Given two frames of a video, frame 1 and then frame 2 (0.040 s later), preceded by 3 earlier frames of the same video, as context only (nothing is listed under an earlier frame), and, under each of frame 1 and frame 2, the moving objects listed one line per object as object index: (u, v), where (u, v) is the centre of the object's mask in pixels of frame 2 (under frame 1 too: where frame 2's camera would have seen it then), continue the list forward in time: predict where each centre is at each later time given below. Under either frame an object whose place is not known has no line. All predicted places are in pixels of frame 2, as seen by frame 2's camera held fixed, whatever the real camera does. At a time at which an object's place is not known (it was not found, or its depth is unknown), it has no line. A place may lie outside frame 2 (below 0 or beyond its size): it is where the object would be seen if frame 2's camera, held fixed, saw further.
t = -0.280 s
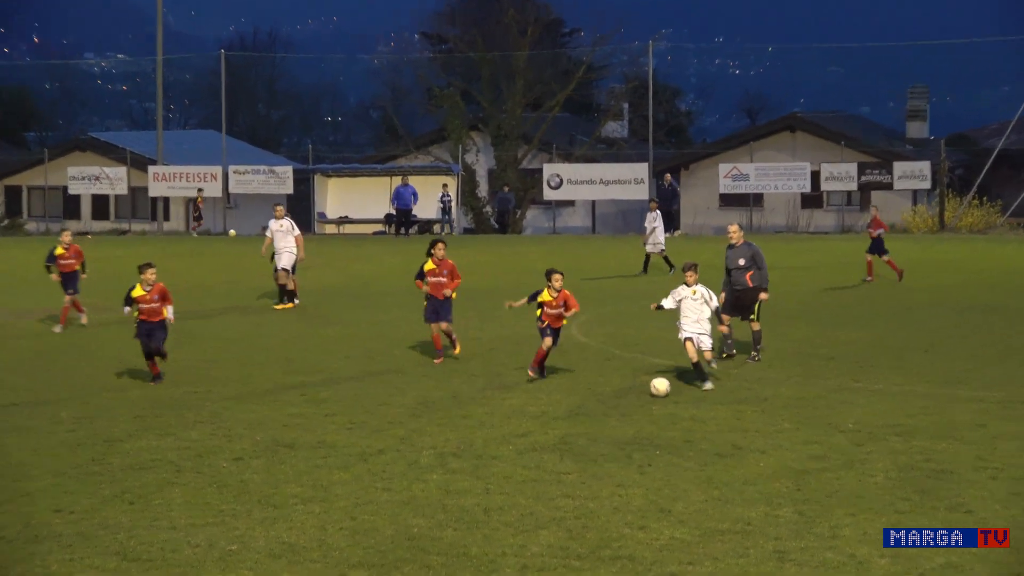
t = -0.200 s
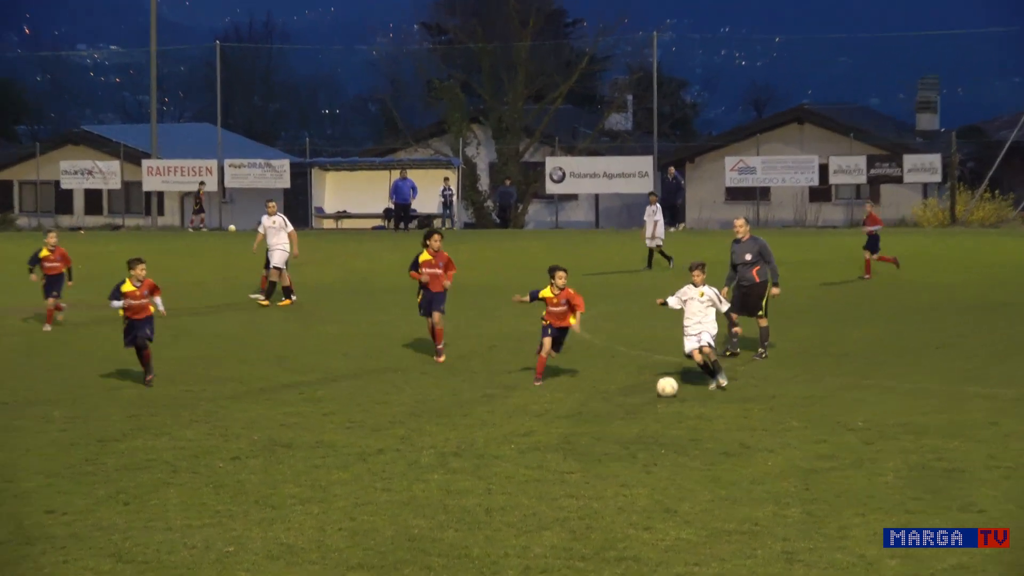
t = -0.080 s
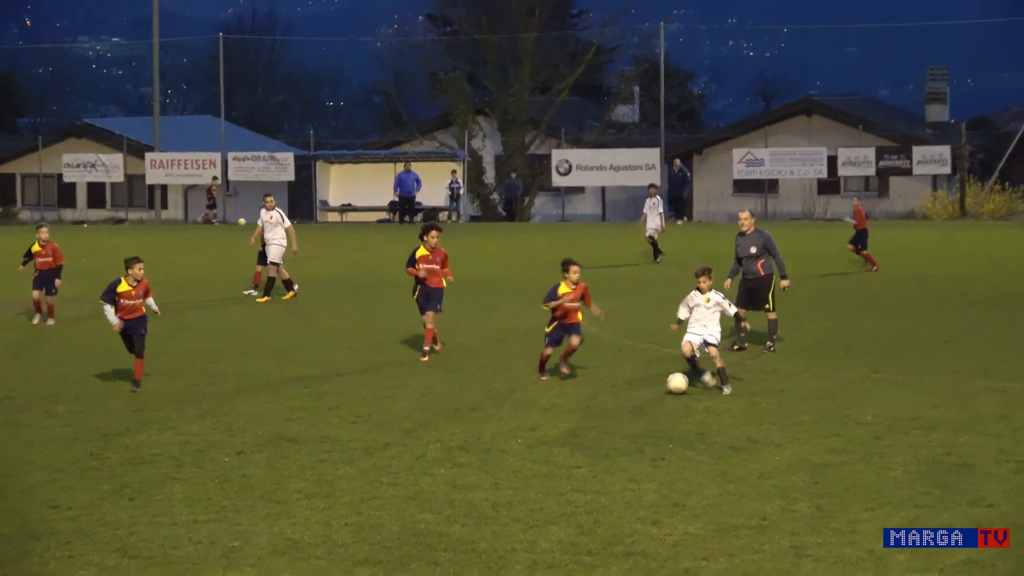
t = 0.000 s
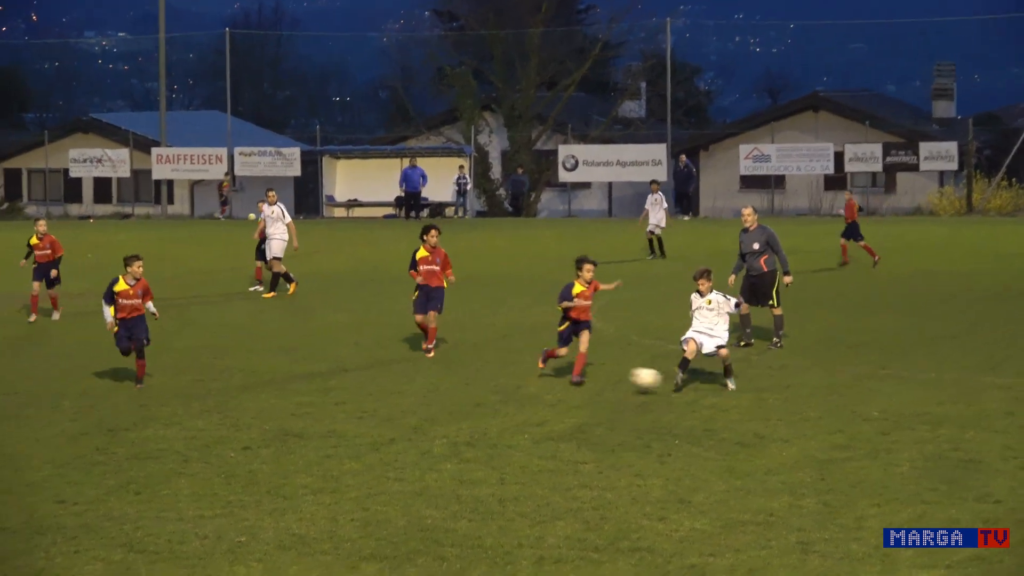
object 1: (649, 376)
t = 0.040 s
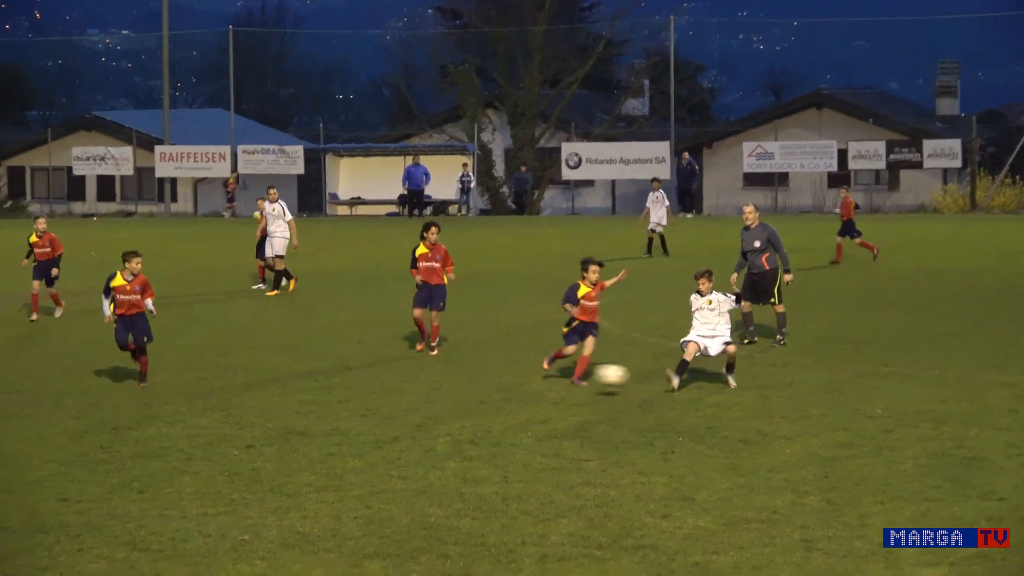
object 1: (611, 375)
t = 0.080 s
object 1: (572, 375)
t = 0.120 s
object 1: (535, 378)
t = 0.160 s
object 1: (494, 382)
